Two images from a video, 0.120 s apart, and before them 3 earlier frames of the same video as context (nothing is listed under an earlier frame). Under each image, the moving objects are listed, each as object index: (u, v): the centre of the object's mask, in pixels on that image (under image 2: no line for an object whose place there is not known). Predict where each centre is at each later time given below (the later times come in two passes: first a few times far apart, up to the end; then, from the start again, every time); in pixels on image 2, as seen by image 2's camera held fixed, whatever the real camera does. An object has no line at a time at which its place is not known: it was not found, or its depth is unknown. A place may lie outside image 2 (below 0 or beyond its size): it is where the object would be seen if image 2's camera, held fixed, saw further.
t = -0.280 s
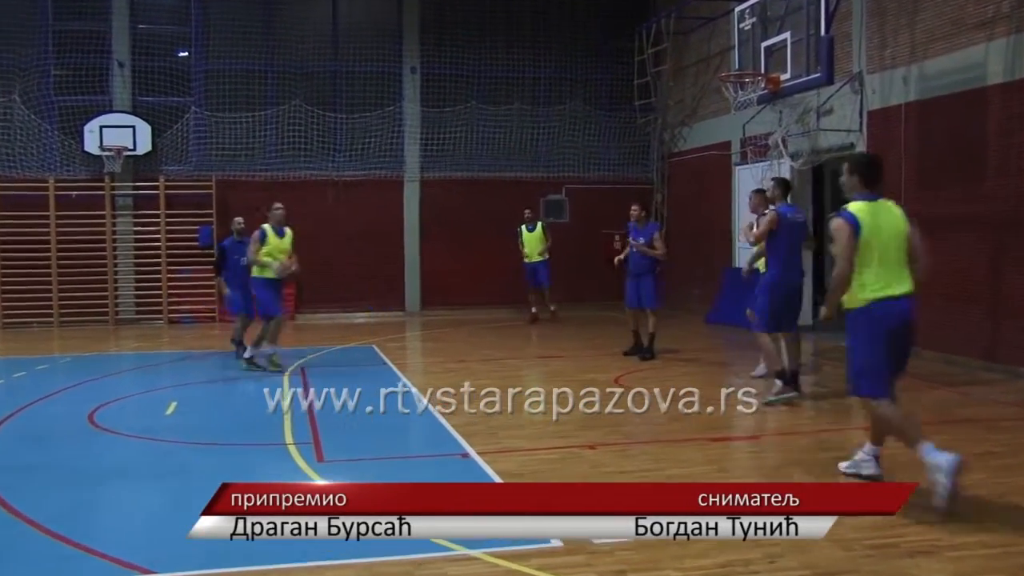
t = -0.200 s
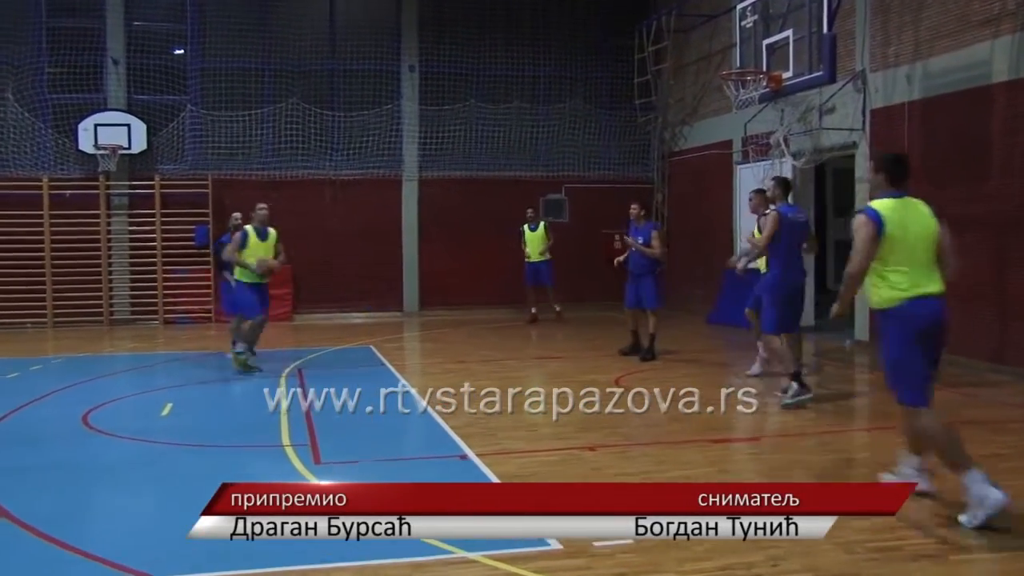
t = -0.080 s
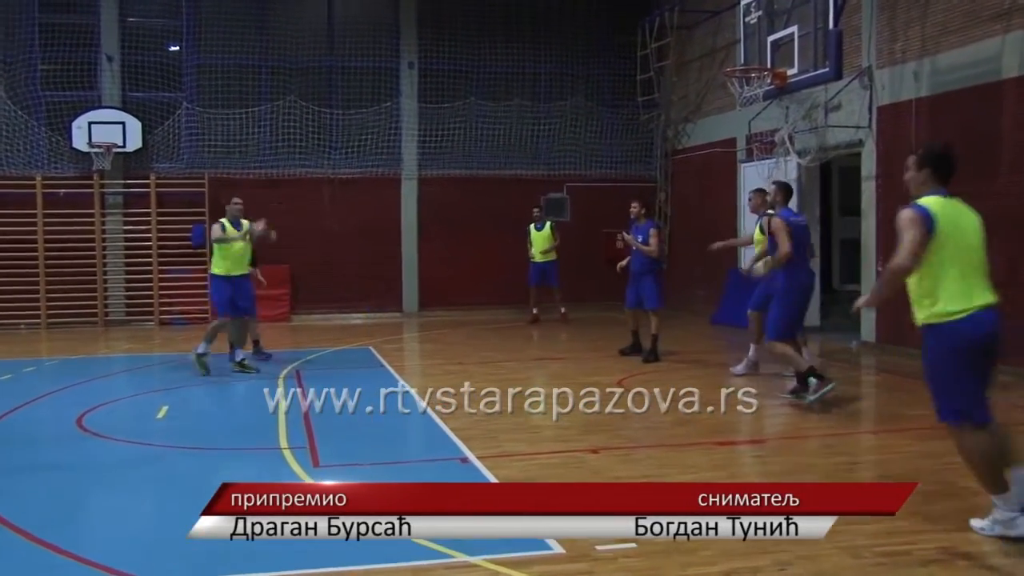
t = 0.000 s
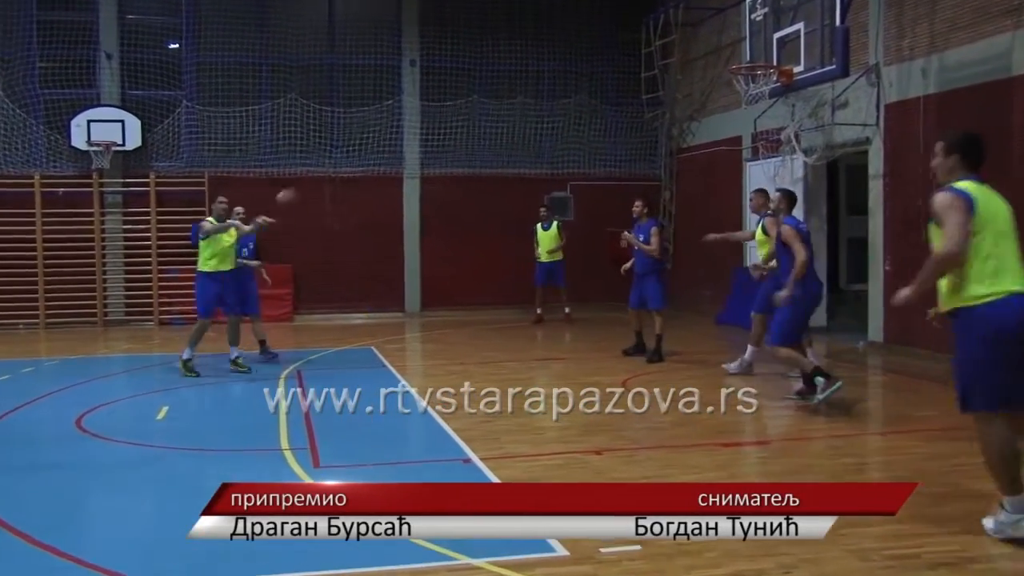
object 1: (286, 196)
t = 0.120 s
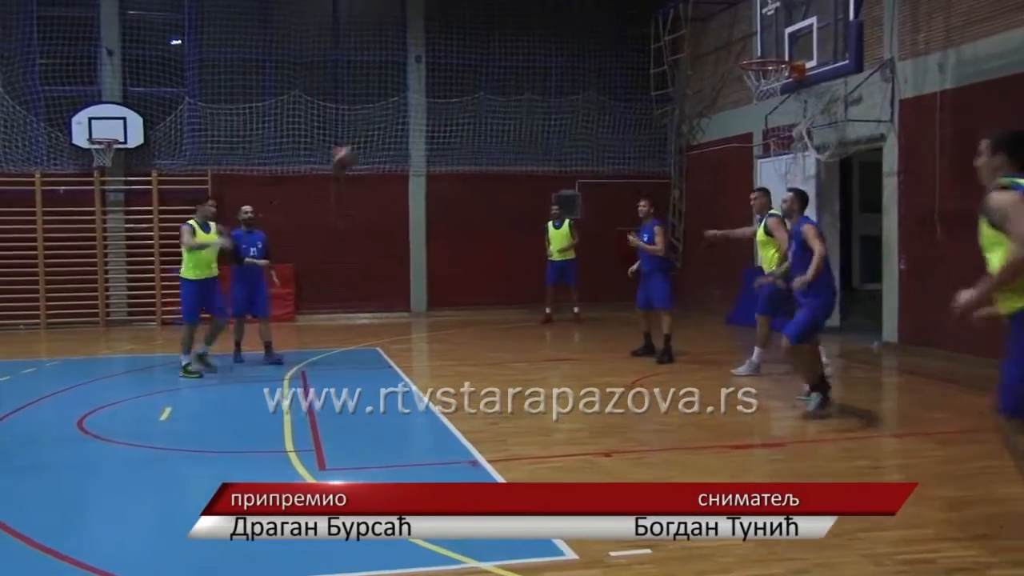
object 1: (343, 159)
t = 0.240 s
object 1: (400, 128)
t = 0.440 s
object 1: (538, 101)
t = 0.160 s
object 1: (359, 143)
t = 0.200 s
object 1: (378, 135)
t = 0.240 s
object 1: (400, 128)
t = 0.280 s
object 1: (422, 119)
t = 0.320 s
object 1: (448, 109)
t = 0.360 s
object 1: (478, 104)
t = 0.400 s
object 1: (505, 102)
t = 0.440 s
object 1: (538, 101)
